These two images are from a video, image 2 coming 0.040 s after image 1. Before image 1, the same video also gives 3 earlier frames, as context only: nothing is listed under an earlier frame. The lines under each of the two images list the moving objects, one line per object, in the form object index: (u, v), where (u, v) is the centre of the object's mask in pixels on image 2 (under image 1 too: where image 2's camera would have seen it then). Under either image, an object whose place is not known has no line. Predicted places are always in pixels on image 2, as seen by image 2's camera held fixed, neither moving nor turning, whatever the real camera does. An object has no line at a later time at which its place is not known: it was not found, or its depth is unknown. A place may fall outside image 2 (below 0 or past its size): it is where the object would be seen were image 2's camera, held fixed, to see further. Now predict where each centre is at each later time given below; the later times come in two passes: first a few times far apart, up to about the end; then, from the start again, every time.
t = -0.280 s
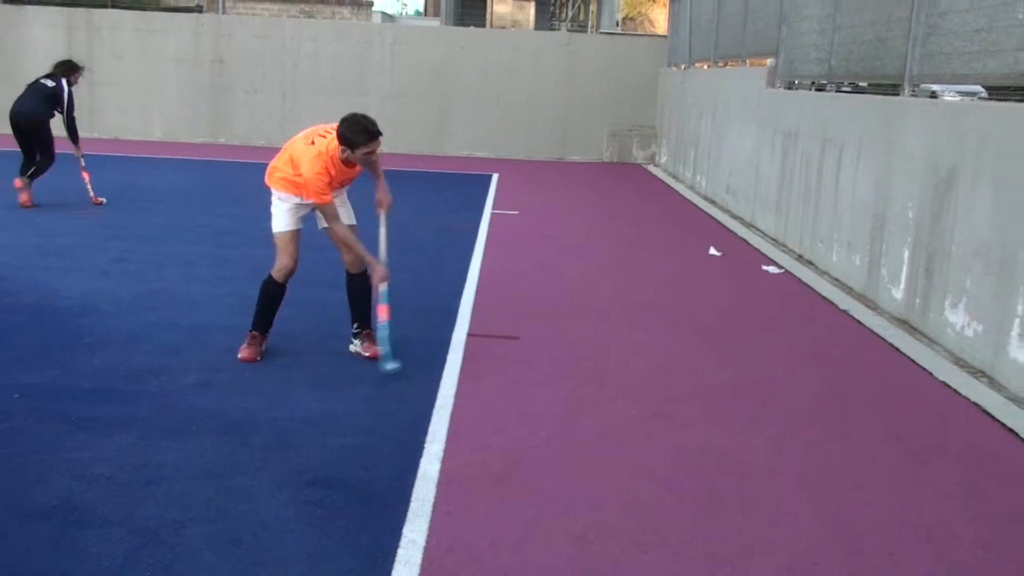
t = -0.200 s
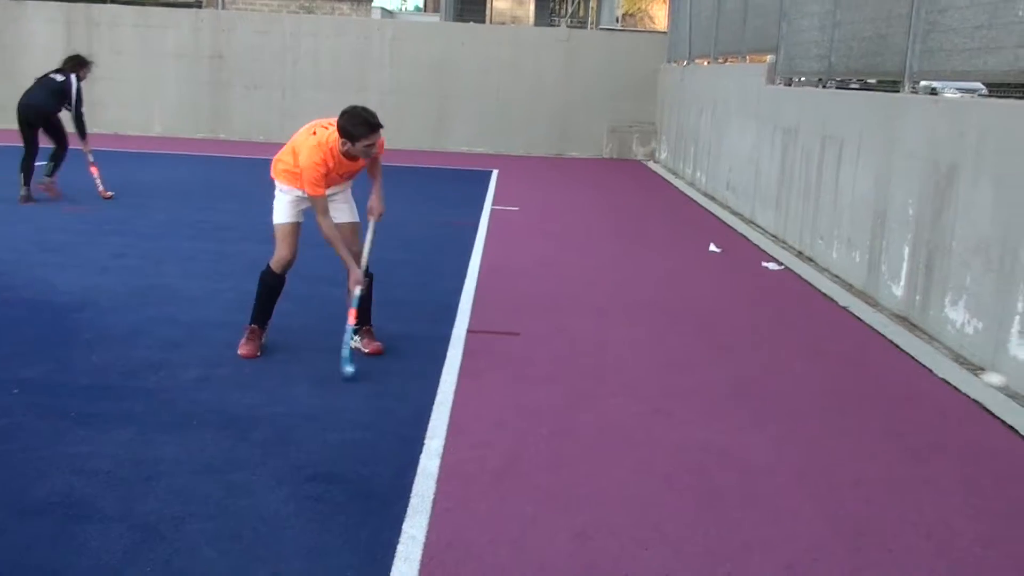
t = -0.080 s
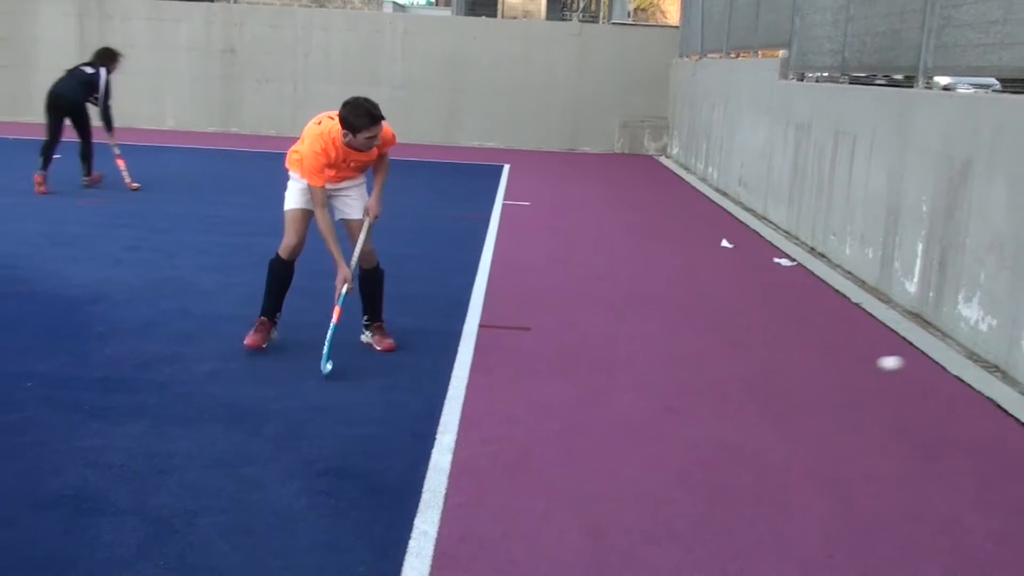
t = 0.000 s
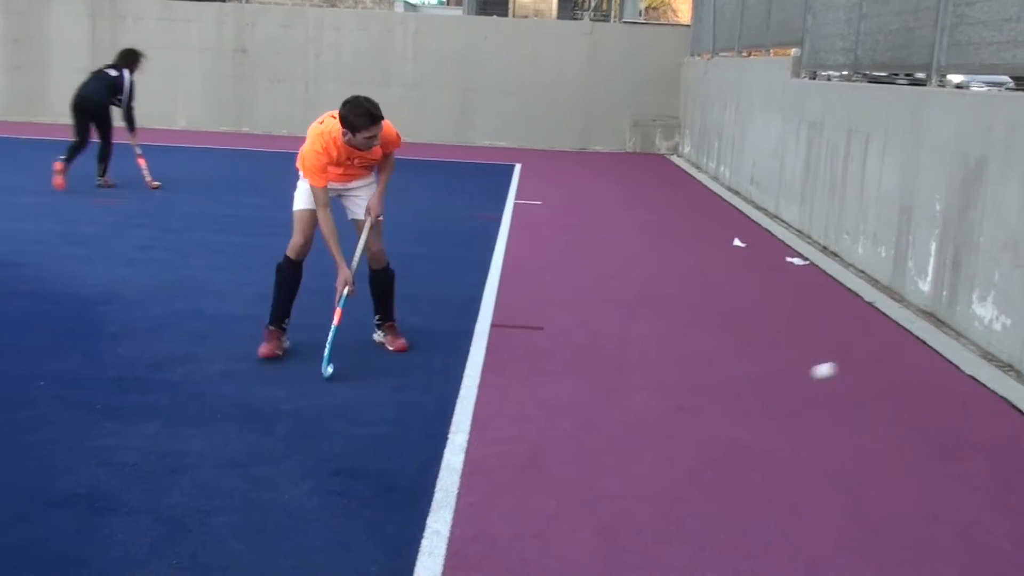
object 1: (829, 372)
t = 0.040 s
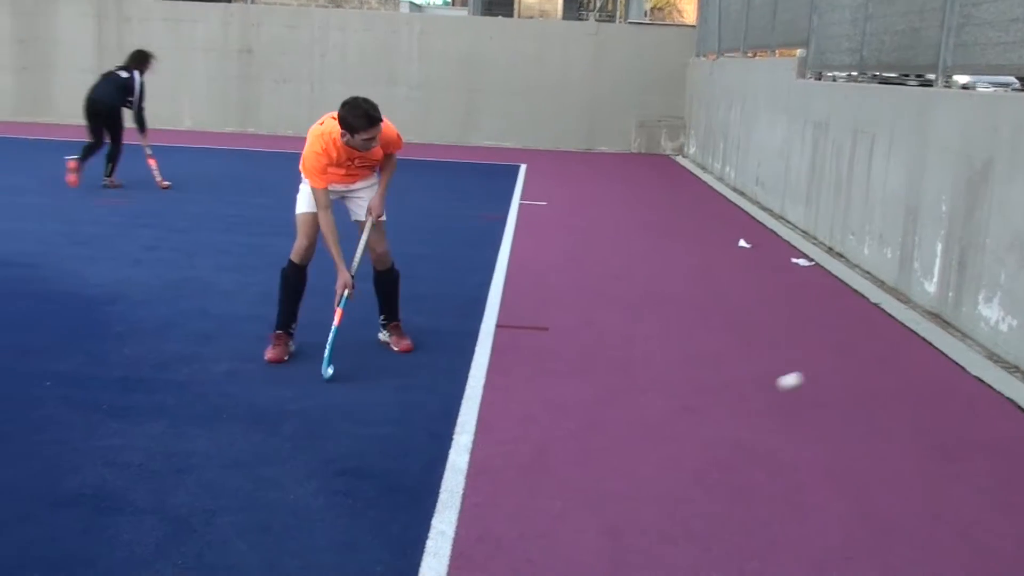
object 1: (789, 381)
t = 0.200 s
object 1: (664, 376)
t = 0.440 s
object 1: (511, 384)
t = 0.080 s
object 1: (749, 394)
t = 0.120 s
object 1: (714, 399)
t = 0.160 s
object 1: (689, 386)
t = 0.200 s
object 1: (664, 376)
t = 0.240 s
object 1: (639, 370)
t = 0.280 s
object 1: (613, 368)
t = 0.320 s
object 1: (586, 369)
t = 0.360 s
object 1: (560, 373)
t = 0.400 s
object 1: (534, 381)
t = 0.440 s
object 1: (511, 384)
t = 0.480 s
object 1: (494, 378)
